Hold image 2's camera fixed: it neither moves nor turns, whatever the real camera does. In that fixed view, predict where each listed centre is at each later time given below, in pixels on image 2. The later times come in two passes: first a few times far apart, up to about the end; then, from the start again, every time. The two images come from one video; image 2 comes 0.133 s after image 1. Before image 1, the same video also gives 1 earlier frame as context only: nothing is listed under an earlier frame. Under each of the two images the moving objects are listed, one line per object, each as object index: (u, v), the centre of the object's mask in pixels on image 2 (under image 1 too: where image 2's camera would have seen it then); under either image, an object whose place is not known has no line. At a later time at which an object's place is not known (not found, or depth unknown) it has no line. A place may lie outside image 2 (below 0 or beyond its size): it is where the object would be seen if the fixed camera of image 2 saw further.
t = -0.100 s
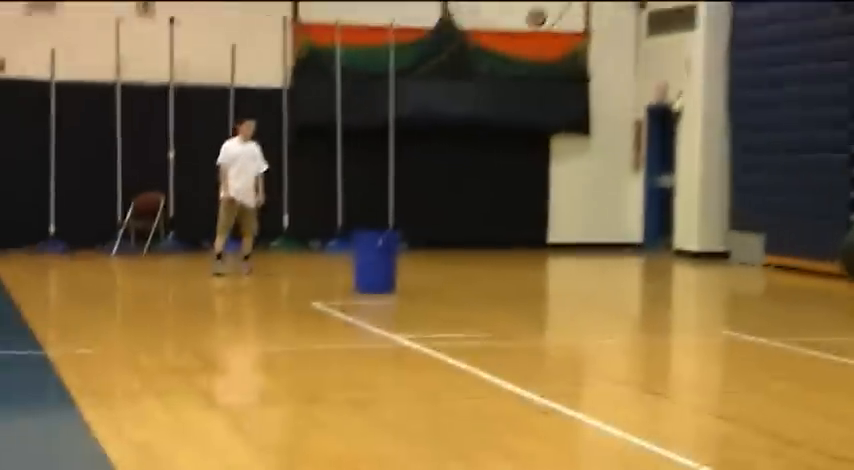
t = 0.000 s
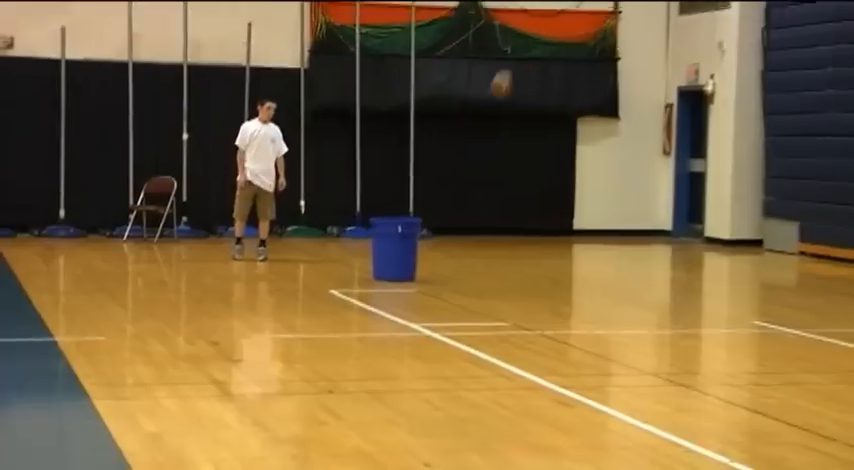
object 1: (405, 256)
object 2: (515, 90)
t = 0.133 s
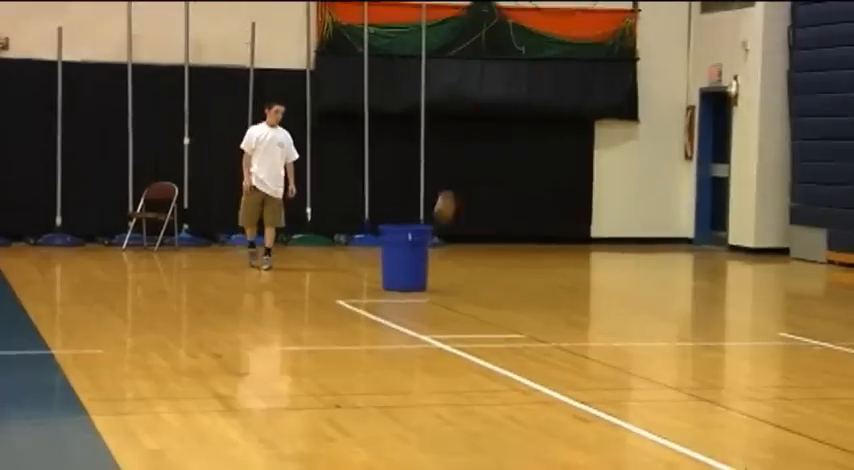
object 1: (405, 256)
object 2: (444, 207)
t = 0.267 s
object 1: (397, 252)
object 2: (459, 271)
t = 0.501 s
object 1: (385, 248)
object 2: (549, 203)
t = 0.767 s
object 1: (379, 247)
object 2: (645, 197)
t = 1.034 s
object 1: (369, 248)
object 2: (732, 262)
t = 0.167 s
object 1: (403, 258)
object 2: (431, 234)
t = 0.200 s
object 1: (402, 256)
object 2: (436, 257)
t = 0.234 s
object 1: (400, 254)
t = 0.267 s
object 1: (397, 252)
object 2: (459, 271)
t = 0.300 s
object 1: (395, 251)
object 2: (472, 257)
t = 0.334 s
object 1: (393, 250)
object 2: (486, 242)
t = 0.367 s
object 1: (391, 249)
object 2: (498, 233)
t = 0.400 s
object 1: (389, 250)
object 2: (511, 224)
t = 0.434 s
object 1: (387, 249)
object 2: (523, 217)
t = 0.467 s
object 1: (386, 249)
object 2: (535, 208)
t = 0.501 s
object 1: (385, 248)
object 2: (549, 203)
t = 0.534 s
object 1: (384, 248)
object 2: (562, 198)
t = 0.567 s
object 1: (383, 247)
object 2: (573, 194)
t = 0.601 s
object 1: (382, 247)
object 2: (584, 192)
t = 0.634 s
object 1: (381, 247)
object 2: (597, 190)
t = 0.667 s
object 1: (380, 247)
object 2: (610, 190)
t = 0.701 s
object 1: (380, 247)
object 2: (622, 190)
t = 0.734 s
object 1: (379, 247)
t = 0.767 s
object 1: (379, 247)
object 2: (645, 197)
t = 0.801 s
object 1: (378, 247)
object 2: (656, 202)
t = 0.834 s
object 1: (377, 247)
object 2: (667, 207)
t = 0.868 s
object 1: (376, 247)
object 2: (679, 214)
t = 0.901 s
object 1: (375, 247)
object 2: (689, 222)
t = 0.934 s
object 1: (374, 247)
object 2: (700, 230)
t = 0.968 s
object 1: (372, 247)
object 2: (711, 239)
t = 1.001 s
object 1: (371, 248)
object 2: (721, 250)
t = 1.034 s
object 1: (369, 248)
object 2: (732, 262)
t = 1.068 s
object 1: (368, 249)
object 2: (742, 277)
